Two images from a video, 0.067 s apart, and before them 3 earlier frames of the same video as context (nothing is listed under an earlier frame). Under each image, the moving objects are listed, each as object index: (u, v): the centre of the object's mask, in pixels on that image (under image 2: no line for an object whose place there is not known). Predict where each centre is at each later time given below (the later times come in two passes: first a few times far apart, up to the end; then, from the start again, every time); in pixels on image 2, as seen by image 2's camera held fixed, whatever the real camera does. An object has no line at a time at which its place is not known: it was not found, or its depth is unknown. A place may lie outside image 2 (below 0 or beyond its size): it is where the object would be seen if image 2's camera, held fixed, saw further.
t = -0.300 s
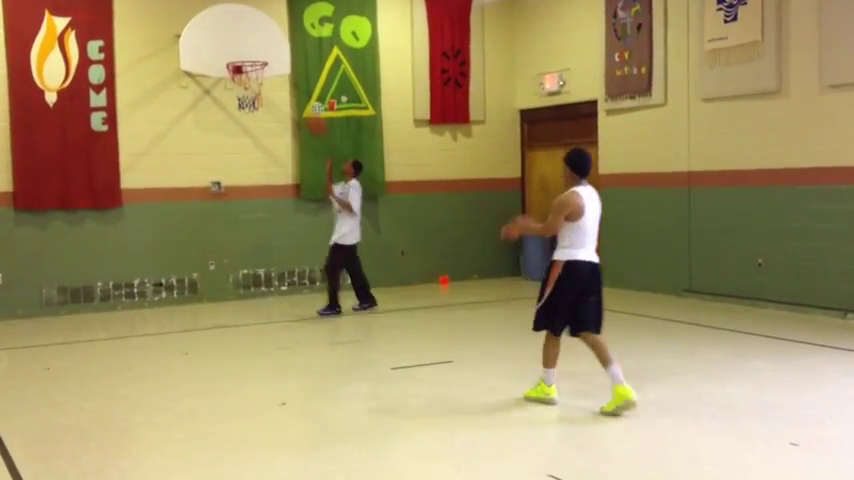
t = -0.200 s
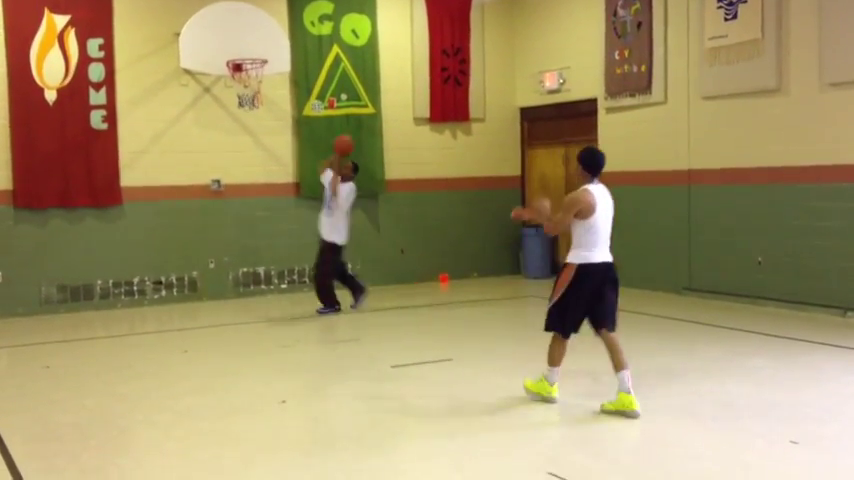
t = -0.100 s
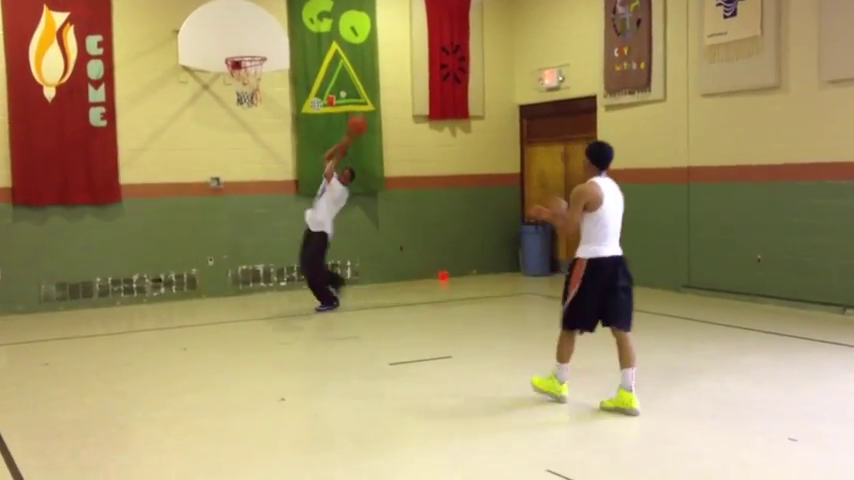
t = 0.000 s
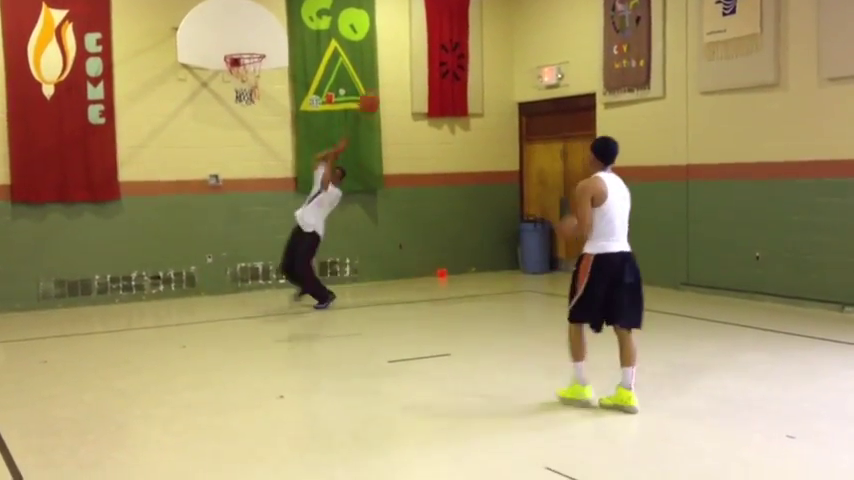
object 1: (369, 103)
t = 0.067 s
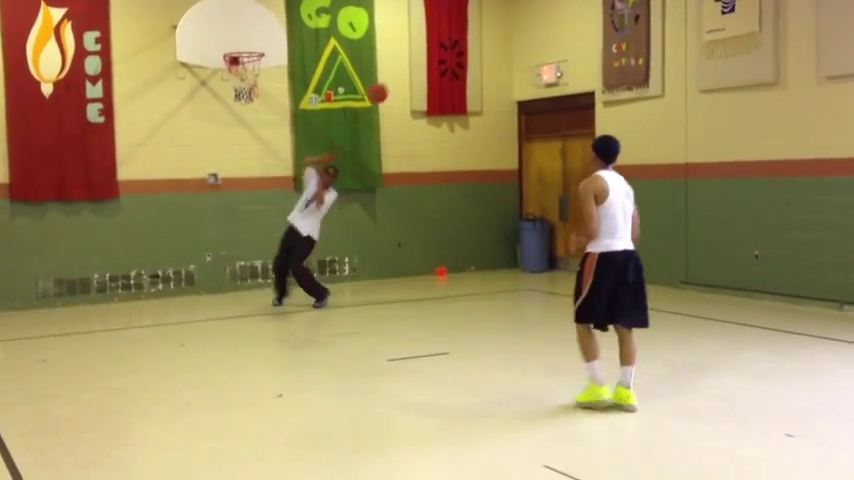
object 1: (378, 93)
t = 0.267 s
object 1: (407, 88)
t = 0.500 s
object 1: (448, 136)
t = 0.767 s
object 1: (504, 266)
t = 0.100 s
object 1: (381, 89)
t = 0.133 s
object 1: (387, 87)
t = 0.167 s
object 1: (391, 86)
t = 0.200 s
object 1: (396, 86)
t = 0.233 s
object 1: (402, 87)
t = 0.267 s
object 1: (407, 88)
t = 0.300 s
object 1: (412, 91)
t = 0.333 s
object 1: (417, 96)
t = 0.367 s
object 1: (423, 102)
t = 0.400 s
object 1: (429, 107)
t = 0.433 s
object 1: (435, 114)
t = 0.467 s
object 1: (441, 123)
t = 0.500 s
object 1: (448, 136)
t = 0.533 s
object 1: (454, 145)
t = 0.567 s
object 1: (460, 159)
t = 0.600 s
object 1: (468, 173)
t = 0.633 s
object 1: (475, 189)
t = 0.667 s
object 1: (482, 206)
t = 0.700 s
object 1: (489, 225)
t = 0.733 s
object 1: (497, 246)
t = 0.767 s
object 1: (504, 266)
